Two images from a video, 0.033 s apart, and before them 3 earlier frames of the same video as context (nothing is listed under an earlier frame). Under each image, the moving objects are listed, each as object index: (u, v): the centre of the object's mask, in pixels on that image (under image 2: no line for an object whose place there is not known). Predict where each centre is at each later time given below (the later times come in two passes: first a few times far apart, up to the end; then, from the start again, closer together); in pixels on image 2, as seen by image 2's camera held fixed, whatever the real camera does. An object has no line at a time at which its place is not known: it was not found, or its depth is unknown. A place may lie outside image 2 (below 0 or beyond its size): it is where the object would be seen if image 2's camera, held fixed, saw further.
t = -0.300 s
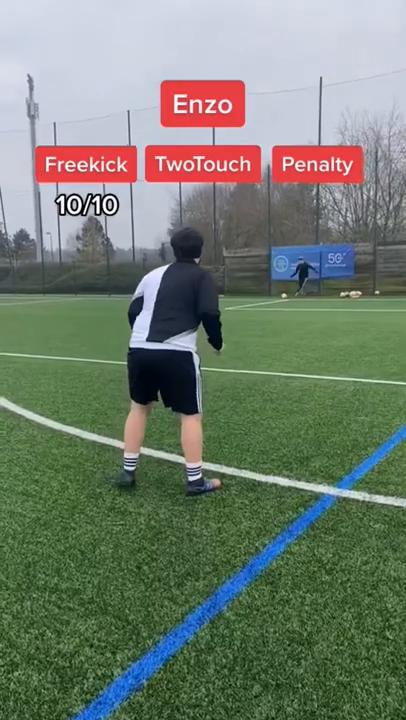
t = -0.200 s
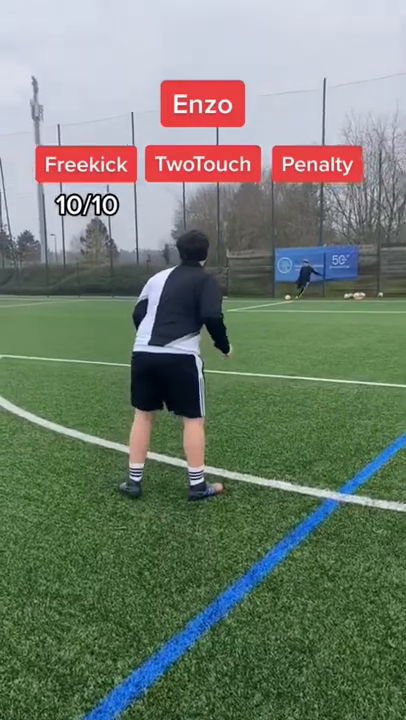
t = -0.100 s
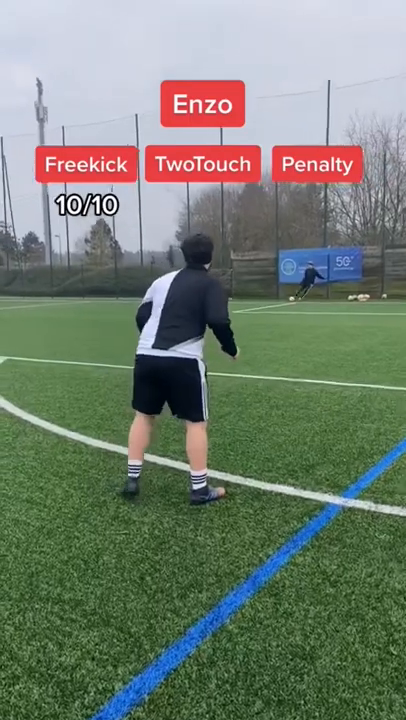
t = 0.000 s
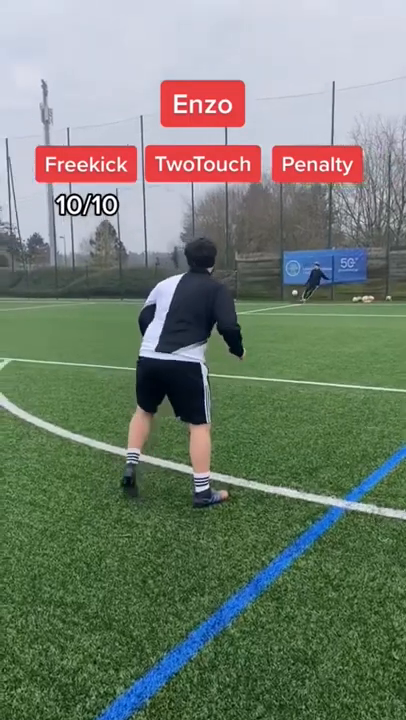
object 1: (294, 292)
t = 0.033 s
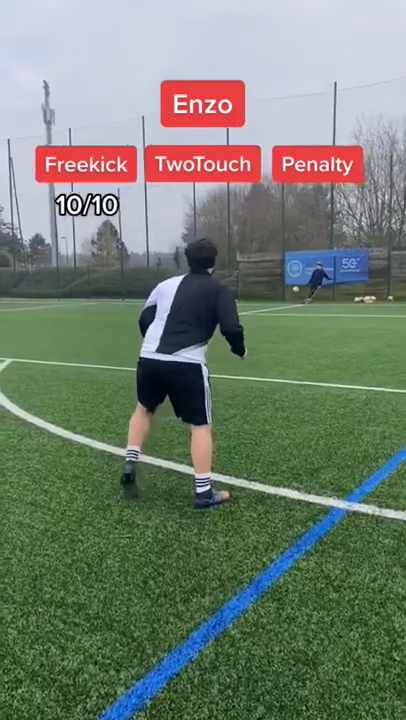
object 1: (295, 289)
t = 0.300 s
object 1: (288, 258)
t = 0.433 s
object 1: (283, 244)
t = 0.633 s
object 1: (272, 226)
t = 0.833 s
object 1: (257, 214)
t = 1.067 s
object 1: (231, 216)
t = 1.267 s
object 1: (194, 242)
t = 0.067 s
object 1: (294, 285)
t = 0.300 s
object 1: (288, 258)
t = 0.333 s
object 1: (287, 254)
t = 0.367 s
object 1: (285, 251)
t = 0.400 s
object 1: (284, 248)
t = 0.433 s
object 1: (283, 244)
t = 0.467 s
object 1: (281, 241)
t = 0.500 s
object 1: (280, 237)
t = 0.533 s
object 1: (277, 234)
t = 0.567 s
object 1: (276, 231)
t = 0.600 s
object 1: (274, 228)
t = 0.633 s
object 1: (272, 226)
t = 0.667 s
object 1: (270, 223)
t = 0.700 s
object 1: (268, 221)
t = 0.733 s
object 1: (265, 219)
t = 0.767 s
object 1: (263, 217)
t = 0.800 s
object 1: (260, 216)
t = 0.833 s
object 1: (257, 214)
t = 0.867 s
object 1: (255, 213)
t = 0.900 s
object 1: (251, 212)
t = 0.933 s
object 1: (248, 212)
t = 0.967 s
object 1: (244, 212)
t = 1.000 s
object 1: (240, 213)
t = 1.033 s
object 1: (236, 214)
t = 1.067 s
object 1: (231, 216)
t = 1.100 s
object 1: (226, 218)
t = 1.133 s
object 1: (220, 221)
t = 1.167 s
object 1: (215, 225)
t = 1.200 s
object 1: (209, 230)
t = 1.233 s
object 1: (202, 235)
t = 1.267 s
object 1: (194, 242)
